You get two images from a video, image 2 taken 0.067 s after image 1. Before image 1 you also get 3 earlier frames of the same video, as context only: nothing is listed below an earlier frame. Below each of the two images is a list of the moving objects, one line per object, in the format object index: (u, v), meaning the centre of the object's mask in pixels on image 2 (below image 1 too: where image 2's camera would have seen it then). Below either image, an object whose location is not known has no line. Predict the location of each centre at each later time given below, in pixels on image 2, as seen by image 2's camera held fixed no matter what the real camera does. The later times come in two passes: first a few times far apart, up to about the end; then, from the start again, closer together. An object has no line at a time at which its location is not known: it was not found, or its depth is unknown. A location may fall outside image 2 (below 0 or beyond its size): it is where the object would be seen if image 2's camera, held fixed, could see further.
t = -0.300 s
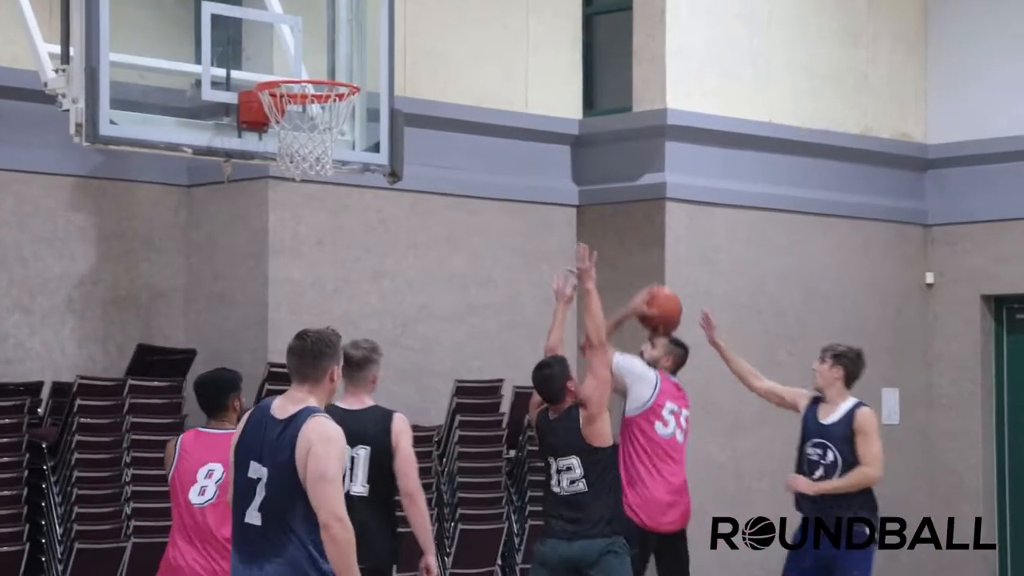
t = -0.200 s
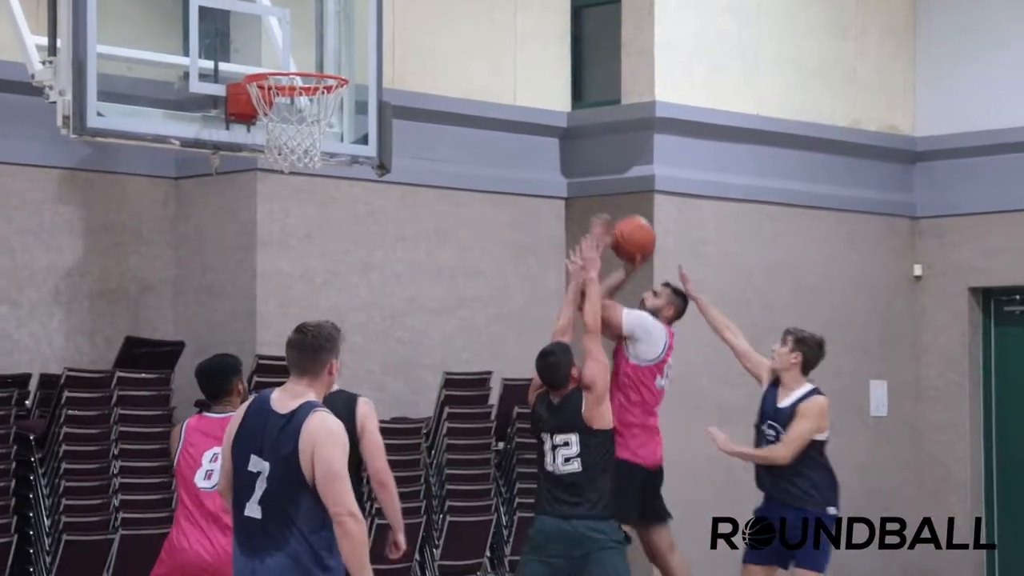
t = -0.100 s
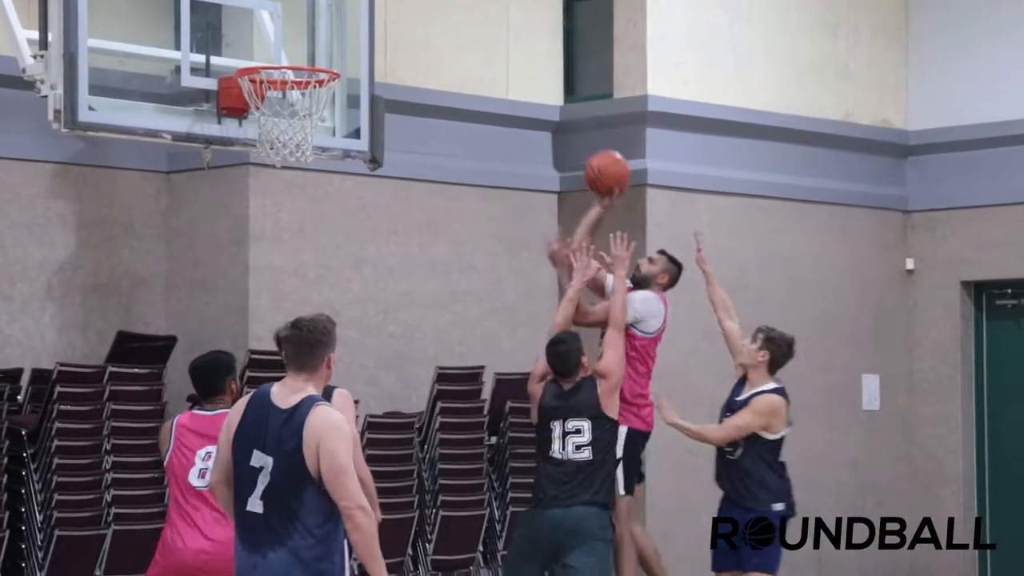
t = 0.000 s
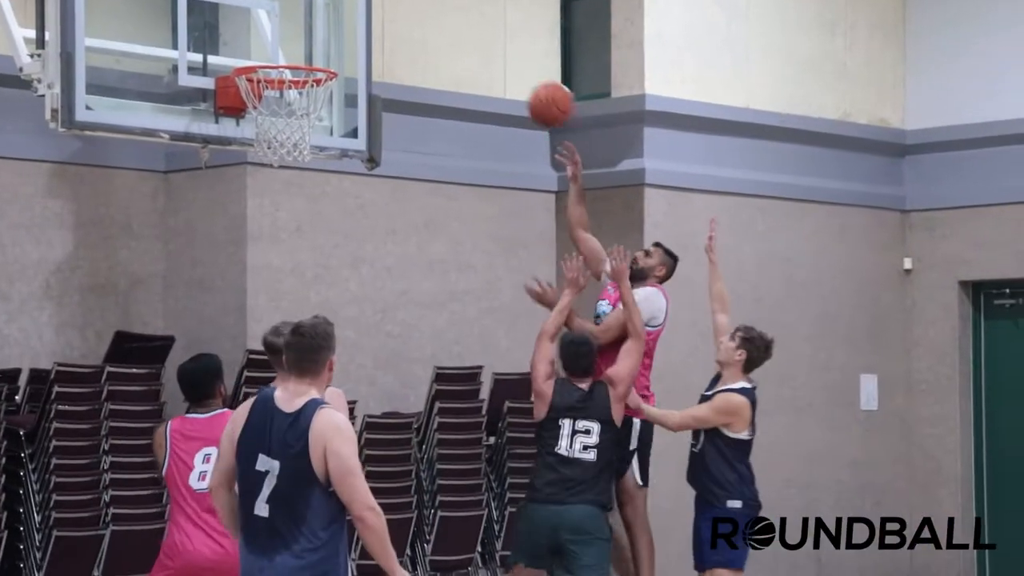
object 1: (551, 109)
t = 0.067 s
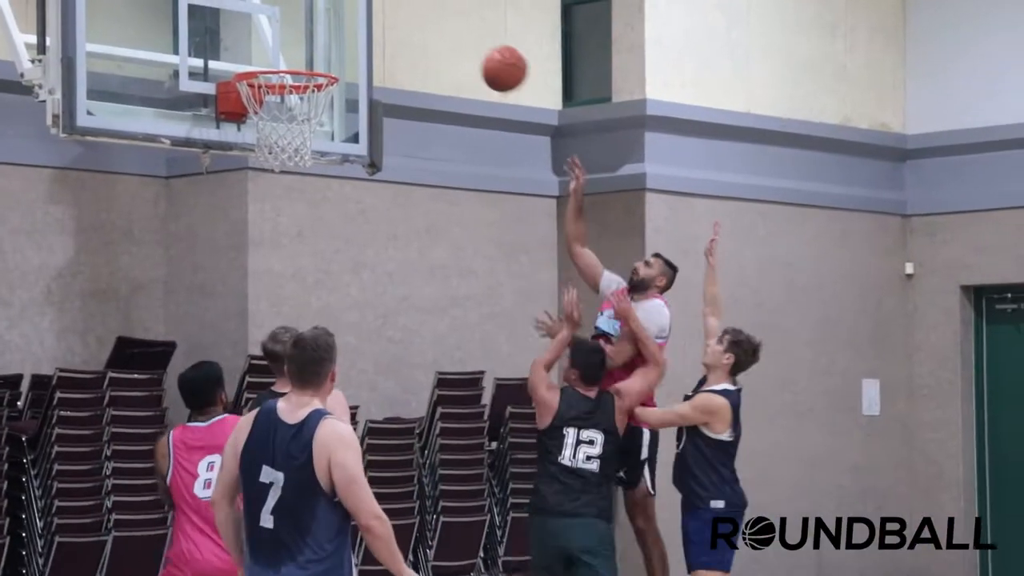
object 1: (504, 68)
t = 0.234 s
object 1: (382, 2)
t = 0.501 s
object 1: (314, 19)
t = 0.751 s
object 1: (276, 146)
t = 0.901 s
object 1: (263, 232)
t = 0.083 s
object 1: (492, 60)
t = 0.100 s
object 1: (480, 51)
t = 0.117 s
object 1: (468, 43)
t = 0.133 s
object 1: (456, 36)
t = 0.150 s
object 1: (444, 29)
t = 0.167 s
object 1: (432, 23)
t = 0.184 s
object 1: (420, 17)
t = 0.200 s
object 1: (407, 11)
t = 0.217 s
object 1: (395, 7)
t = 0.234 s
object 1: (382, 2)
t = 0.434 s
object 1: (324, 0)
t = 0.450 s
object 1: (321, 4)
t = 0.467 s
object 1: (319, 8)
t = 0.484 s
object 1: (316, 13)
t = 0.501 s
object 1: (314, 19)
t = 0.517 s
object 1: (312, 25)
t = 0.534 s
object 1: (309, 32)
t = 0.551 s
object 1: (306, 40)
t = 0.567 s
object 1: (304, 47)
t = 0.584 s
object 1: (302, 53)
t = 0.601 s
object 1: (299, 57)
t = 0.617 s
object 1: (298, 70)
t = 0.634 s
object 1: (293, 83)
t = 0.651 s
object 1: (292, 93)
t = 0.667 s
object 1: (287, 99)
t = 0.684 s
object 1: (285, 107)
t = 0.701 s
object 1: (283, 116)
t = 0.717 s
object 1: (280, 127)
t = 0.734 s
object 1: (279, 136)
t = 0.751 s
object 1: (276, 146)
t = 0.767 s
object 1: (274, 153)
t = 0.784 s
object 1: (273, 162)
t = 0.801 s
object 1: (271, 170)
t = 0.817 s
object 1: (270, 178)
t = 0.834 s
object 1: (268, 188)
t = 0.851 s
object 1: (266, 198)
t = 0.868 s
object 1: (265, 208)
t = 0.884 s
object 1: (264, 219)
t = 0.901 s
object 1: (263, 232)
